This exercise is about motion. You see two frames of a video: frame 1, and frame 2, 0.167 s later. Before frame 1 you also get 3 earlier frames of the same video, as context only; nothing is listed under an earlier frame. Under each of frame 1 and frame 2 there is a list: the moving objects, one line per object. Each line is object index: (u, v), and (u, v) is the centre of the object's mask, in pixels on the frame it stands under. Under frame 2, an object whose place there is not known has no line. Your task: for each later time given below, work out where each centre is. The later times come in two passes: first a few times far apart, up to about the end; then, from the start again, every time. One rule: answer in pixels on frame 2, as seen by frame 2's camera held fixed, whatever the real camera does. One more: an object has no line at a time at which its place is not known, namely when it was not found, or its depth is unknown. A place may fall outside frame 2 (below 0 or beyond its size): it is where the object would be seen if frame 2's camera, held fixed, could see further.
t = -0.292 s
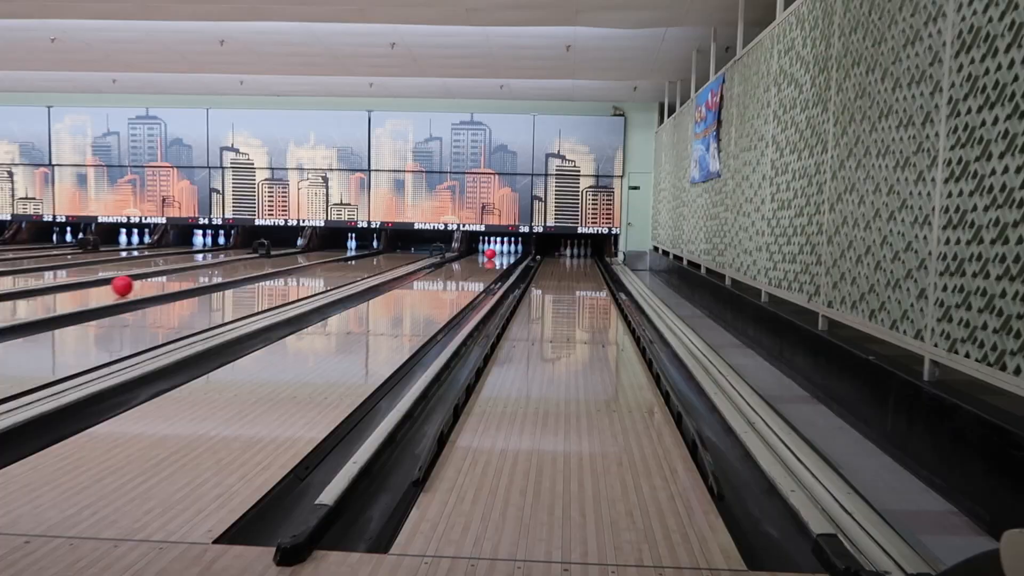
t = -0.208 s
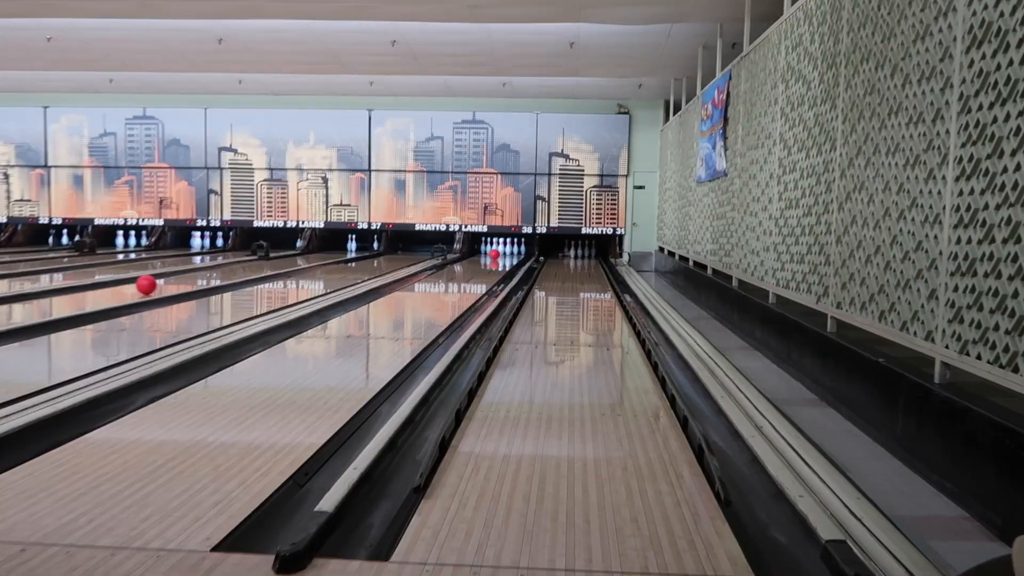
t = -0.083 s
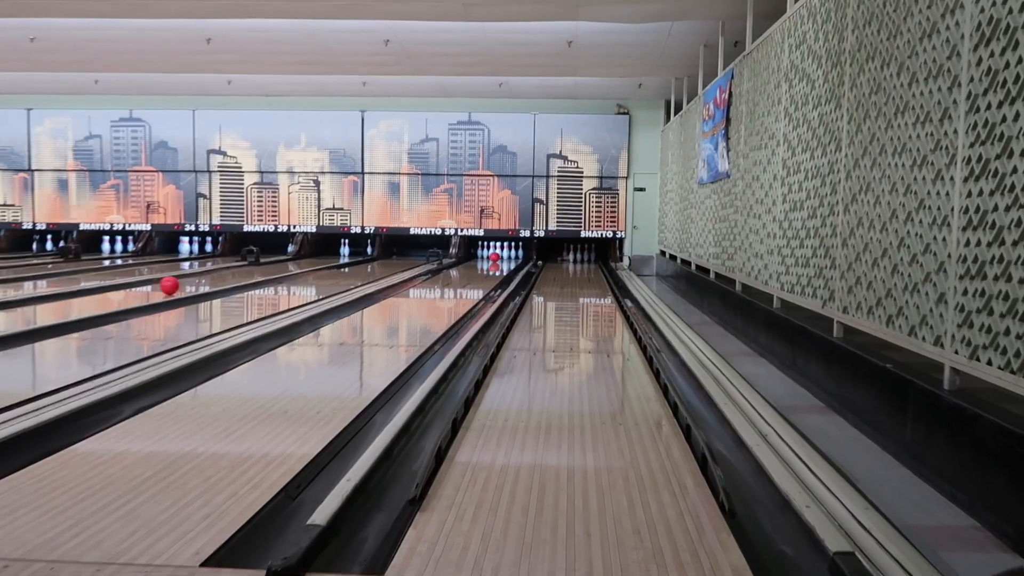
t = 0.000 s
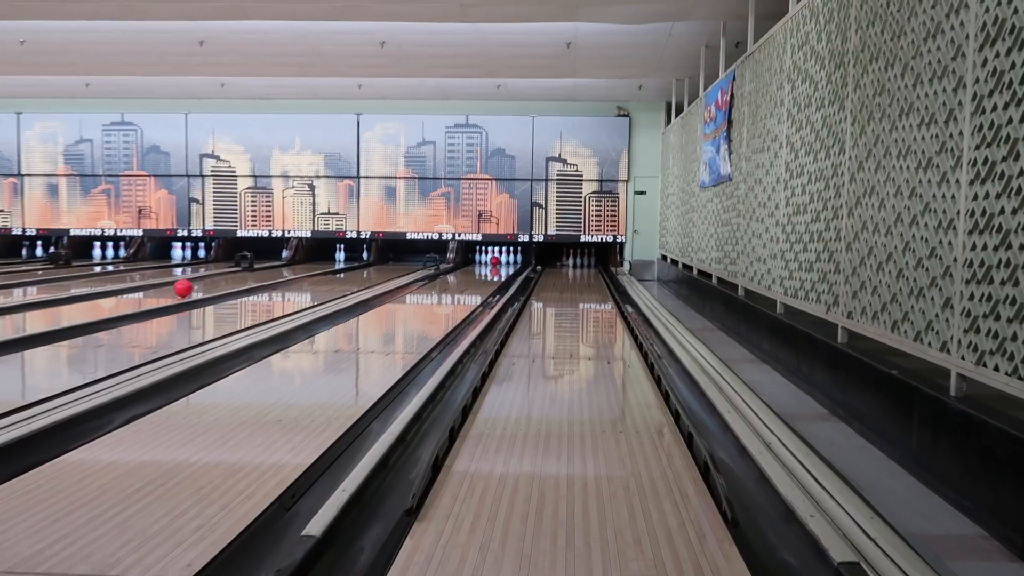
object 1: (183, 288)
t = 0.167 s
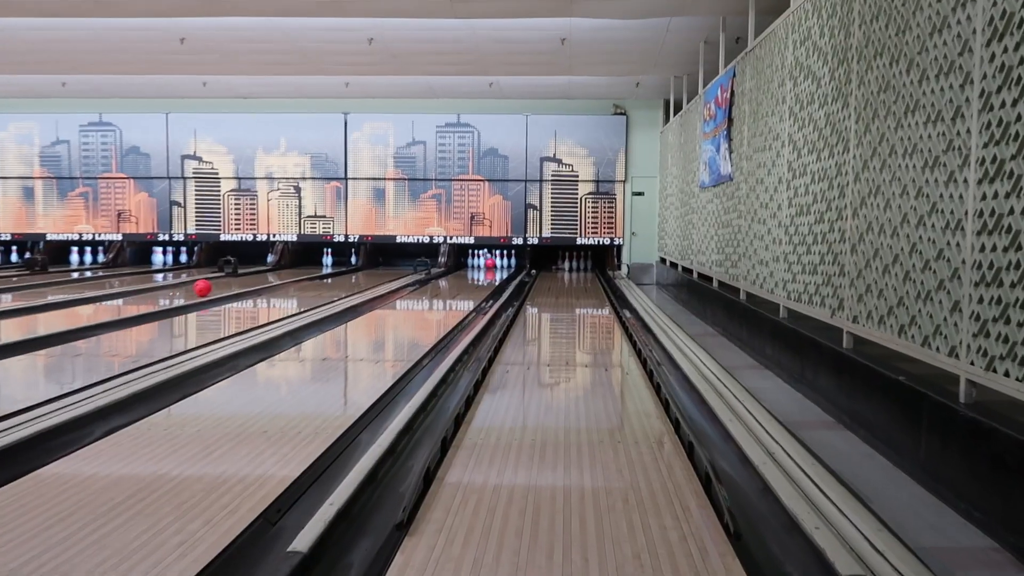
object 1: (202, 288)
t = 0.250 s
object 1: (217, 286)
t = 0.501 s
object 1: (253, 280)
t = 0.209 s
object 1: (210, 288)
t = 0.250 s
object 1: (217, 286)
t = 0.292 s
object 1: (224, 285)
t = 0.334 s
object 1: (230, 284)
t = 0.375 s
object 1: (237, 283)
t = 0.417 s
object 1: (243, 282)
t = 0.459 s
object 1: (248, 282)
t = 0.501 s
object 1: (253, 280)
